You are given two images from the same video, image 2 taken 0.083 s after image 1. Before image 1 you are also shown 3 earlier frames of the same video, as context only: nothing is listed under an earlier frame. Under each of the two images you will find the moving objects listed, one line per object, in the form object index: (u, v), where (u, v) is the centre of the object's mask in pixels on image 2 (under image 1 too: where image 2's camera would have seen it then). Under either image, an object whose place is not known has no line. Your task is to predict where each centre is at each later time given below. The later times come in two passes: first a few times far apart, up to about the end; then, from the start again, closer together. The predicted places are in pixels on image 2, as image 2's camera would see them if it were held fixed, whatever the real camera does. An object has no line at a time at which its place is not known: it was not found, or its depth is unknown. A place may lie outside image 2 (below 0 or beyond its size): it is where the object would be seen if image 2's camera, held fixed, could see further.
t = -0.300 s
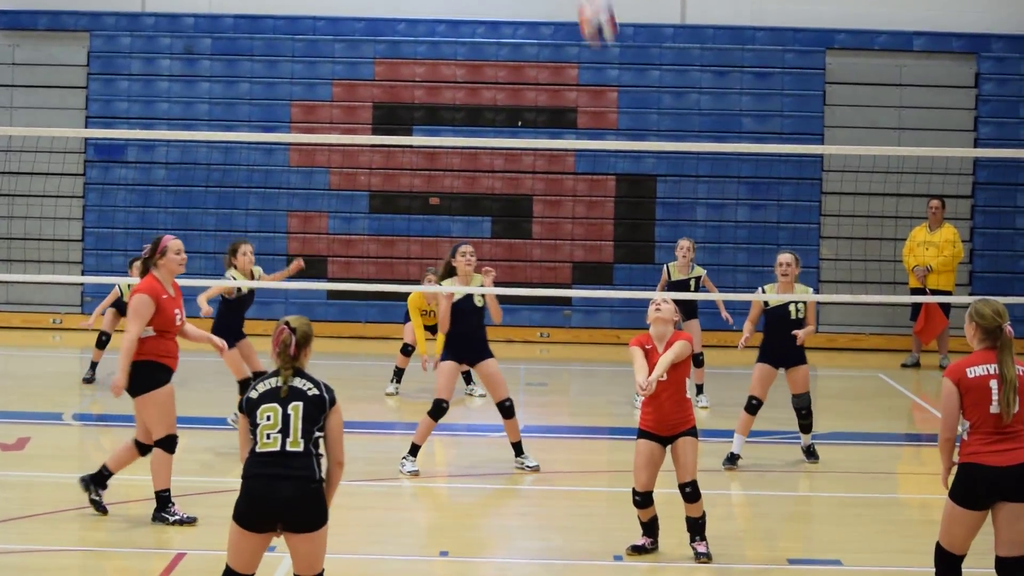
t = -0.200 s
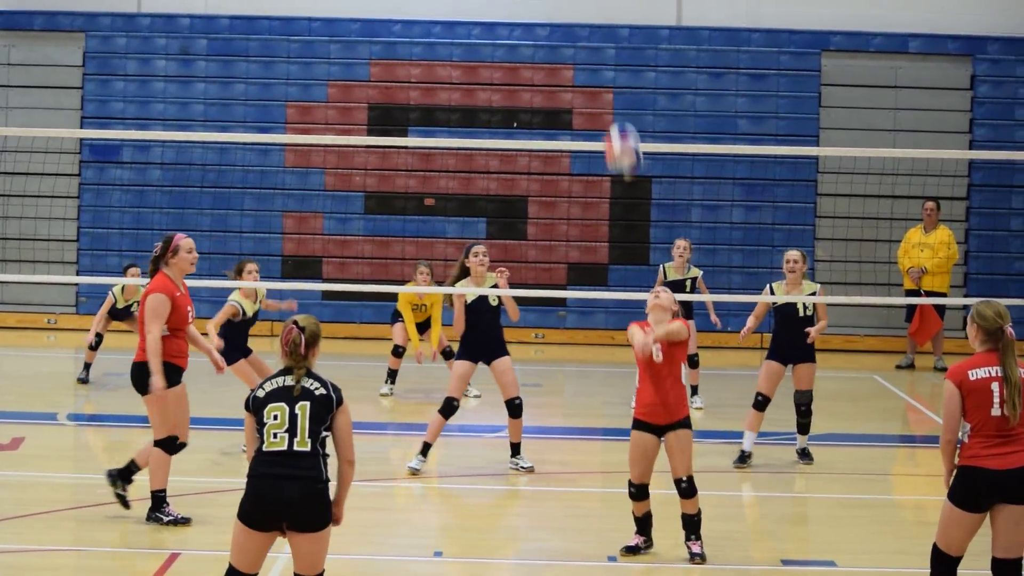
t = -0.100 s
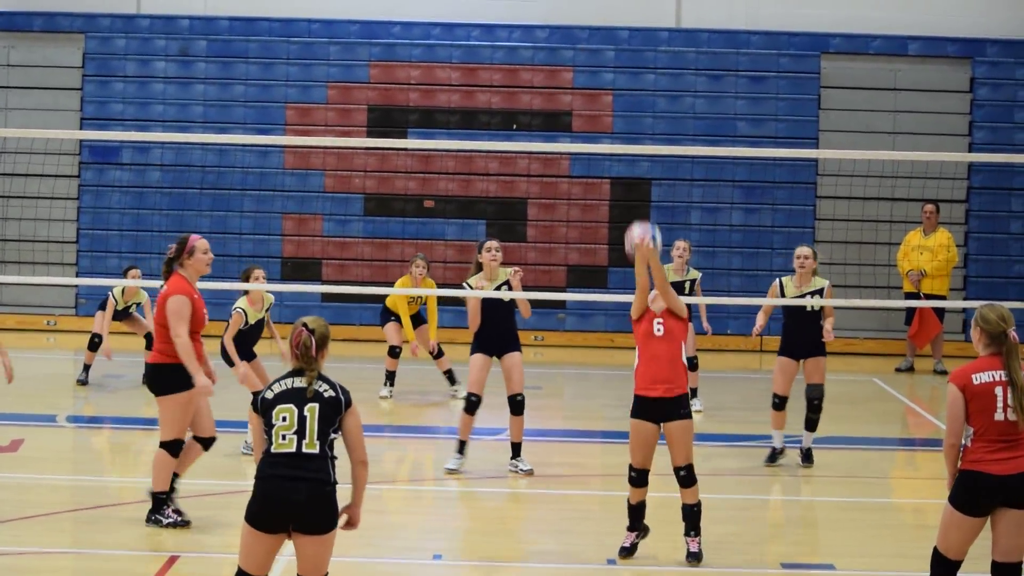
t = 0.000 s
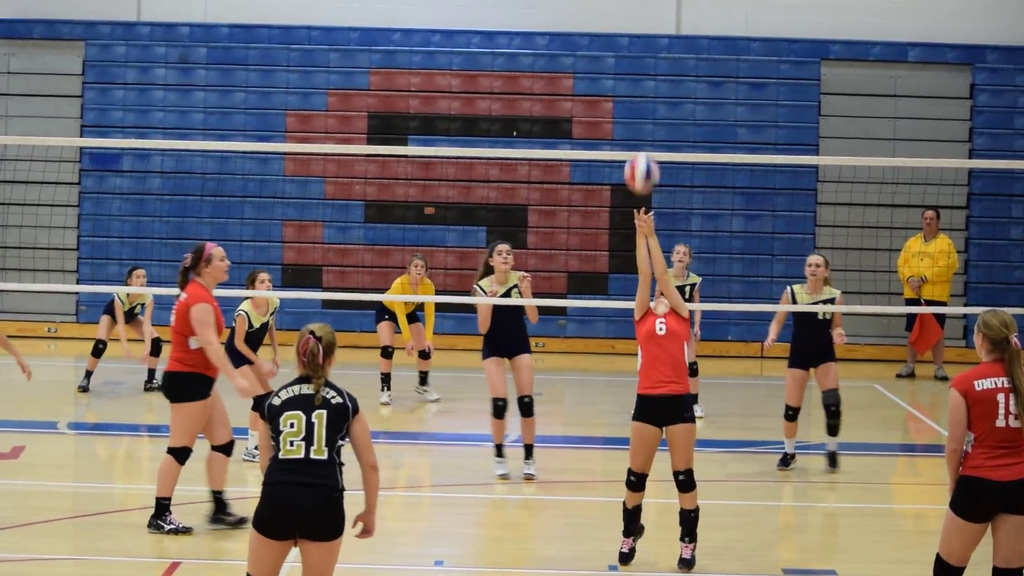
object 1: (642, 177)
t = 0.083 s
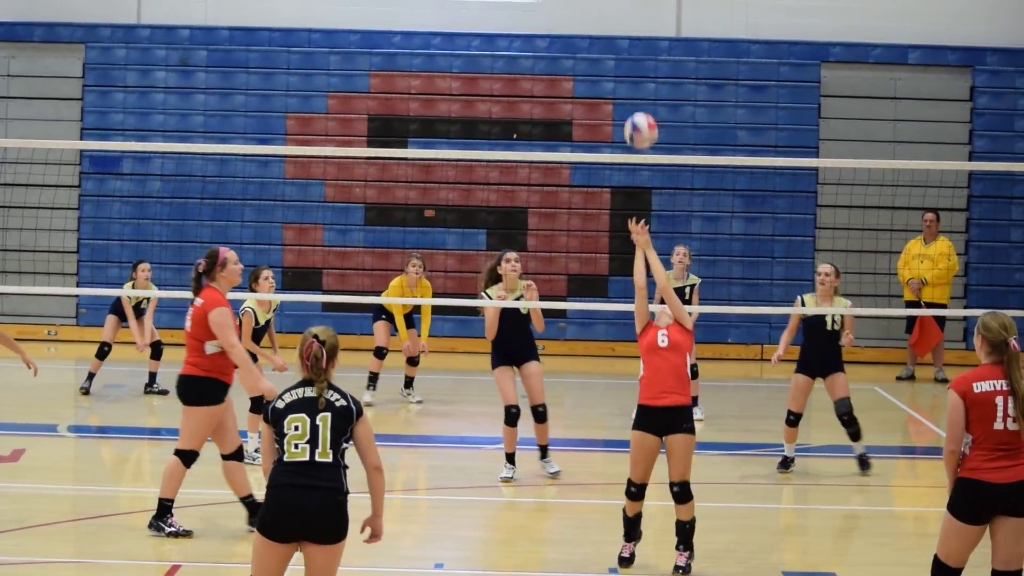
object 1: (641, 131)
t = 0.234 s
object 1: (639, 90)
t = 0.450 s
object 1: (638, 99)
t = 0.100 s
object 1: (640, 124)
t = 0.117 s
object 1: (640, 118)
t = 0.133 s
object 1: (639, 112)
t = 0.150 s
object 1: (639, 106)
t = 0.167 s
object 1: (639, 102)
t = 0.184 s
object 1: (639, 98)
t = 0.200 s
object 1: (639, 95)
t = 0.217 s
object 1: (639, 92)
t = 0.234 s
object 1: (639, 90)
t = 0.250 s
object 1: (639, 88)
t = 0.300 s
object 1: (639, 85)
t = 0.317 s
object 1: (639, 85)
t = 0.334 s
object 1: (639, 85)
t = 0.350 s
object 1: (638, 85)
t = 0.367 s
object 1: (638, 87)
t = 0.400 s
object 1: (638, 90)
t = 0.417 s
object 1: (638, 93)
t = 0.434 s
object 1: (638, 95)
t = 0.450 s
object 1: (638, 99)
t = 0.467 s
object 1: (638, 102)
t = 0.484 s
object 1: (638, 106)
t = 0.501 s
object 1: (638, 111)
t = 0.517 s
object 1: (638, 116)
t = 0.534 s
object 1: (637, 120)
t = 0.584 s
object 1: (638, 137)
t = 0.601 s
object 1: (637, 142)
